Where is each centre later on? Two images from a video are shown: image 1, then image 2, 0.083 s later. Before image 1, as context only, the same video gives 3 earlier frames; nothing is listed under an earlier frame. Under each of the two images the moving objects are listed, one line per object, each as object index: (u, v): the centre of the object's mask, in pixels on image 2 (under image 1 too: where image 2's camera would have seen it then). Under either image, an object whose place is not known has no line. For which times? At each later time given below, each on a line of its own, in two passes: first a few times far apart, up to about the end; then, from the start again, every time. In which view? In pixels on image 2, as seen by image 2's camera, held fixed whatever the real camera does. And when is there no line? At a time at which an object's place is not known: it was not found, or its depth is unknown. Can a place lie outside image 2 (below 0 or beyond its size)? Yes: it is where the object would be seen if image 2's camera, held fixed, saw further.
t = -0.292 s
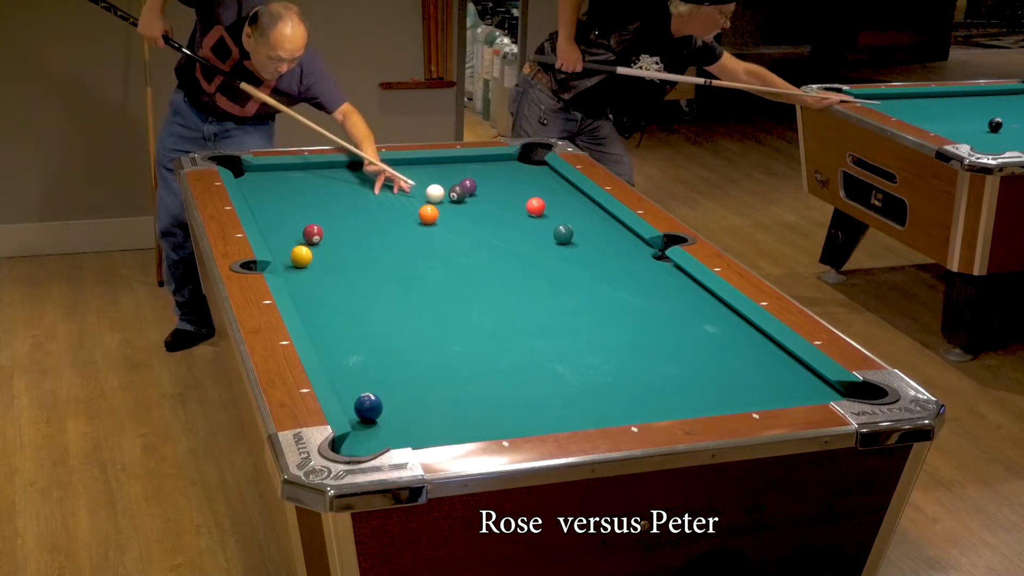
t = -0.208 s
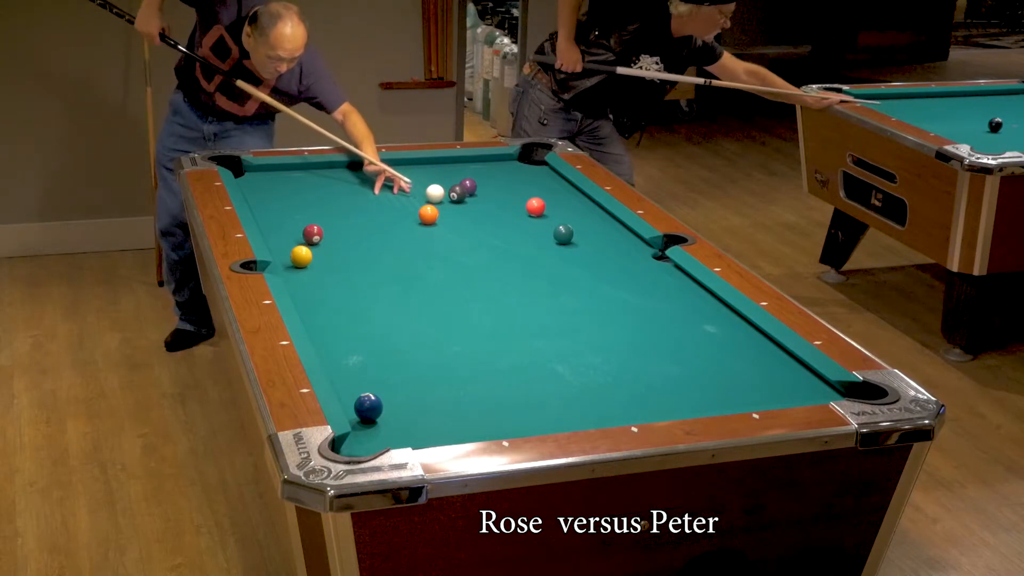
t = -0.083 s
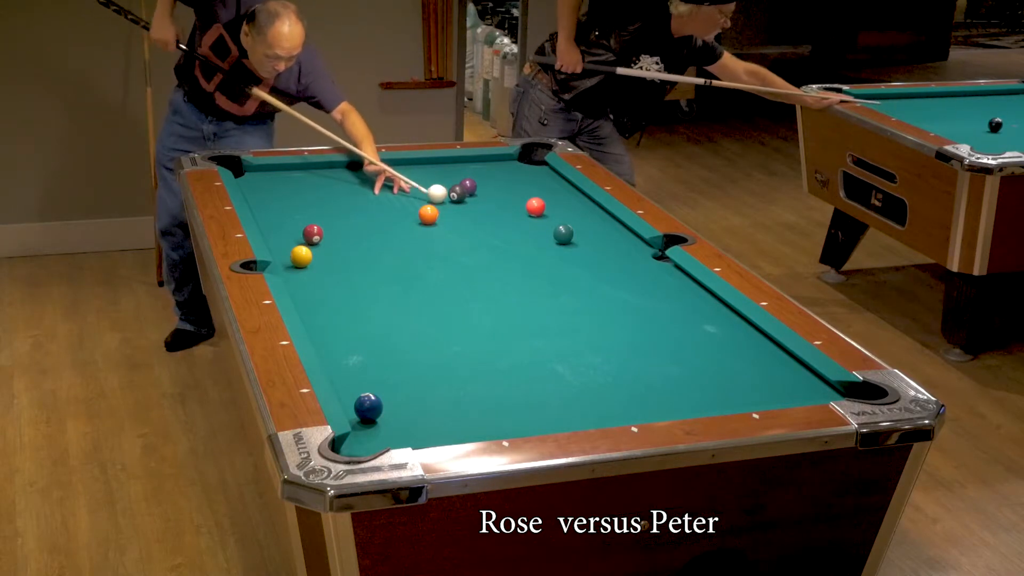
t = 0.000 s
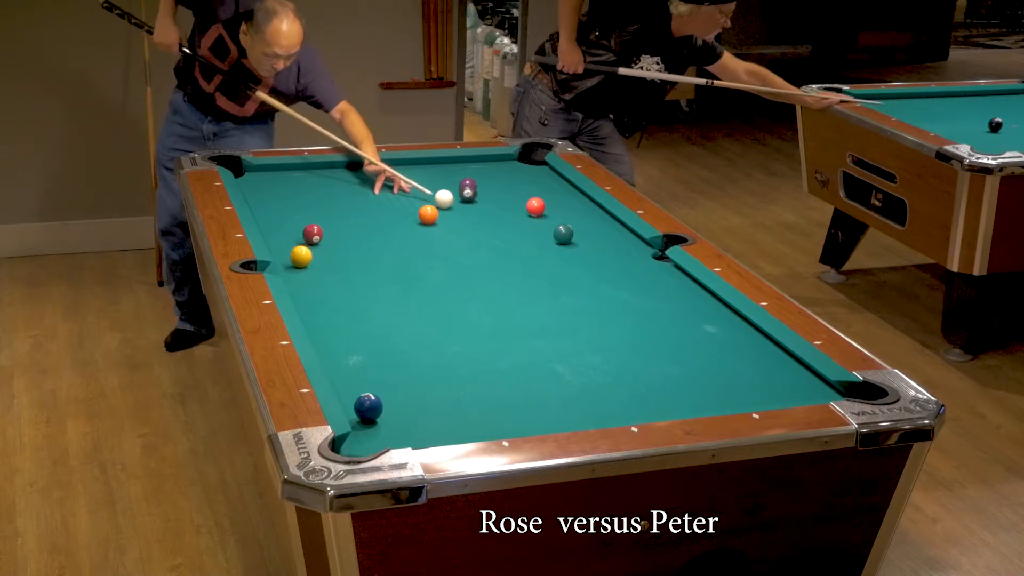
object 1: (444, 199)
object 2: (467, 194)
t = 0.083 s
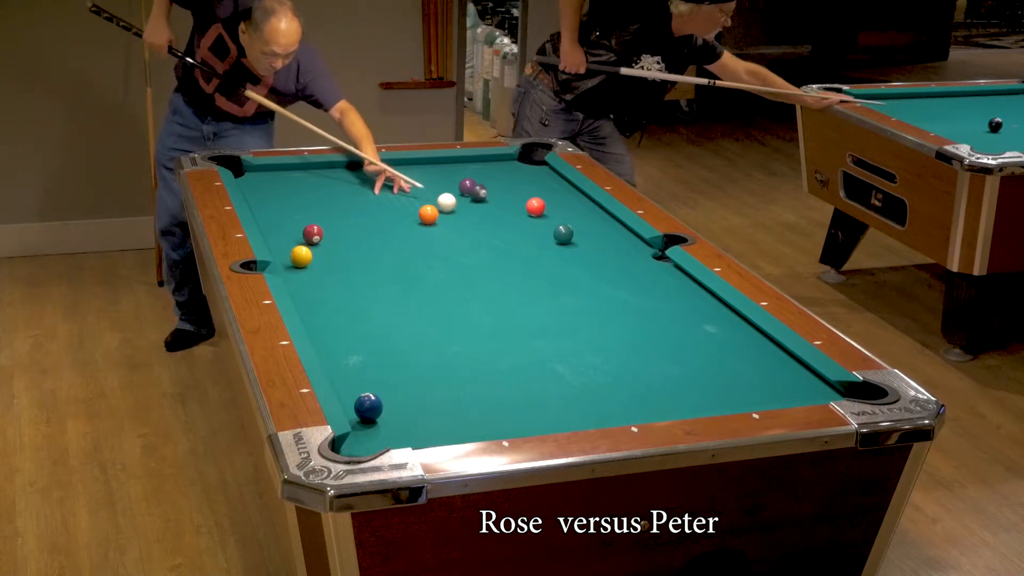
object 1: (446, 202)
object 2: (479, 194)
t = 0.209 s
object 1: (449, 208)
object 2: (493, 193)
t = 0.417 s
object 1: (455, 216)
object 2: (517, 191)
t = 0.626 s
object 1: (461, 224)
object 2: (539, 190)
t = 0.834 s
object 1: (467, 232)
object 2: (560, 190)
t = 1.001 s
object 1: (471, 239)
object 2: (571, 189)
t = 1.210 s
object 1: (478, 247)
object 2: (559, 190)
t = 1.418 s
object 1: (484, 254)
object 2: (548, 191)
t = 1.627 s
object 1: (490, 262)
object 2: (539, 190)
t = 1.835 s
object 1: (497, 269)
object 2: (529, 191)
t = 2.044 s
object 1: (503, 276)
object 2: (521, 193)
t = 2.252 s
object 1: (509, 282)
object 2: (515, 193)
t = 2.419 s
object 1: (514, 287)
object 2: (511, 193)
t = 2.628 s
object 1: (519, 292)
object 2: (507, 194)
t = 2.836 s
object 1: (524, 298)
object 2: (504, 194)
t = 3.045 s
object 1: (529, 302)
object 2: (502, 194)
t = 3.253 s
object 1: (532, 307)
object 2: (502, 195)
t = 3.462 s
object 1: (535, 311)
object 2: (502, 194)
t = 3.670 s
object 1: (538, 314)
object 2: (502, 194)
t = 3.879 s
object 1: (540, 317)
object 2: (502, 195)
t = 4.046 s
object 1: (542, 318)
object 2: (502, 195)
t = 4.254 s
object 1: (544, 320)
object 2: (502, 195)
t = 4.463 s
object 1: (546, 321)
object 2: (502, 195)
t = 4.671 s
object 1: (547, 322)
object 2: (502, 194)
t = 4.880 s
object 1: (546, 322)
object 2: (502, 194)
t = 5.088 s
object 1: (546, 322)
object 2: (502, 195)
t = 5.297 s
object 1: (546, 322)
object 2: (502, 194)
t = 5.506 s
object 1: (546, 322)
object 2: (502, 195)
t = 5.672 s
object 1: (546, 322)
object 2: (502, 194)
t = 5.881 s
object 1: (546, 322)
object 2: (502, 194)
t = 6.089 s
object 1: (546, 322)
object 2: (502, 194)
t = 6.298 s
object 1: (546, 322)
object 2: (502, 194)
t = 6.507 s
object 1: (546, 322)
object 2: (502, 195)
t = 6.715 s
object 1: (546, 322)
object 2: (502, 195)
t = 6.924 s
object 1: (546, 322)
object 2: (502, 195)
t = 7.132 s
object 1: (546, 322)
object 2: (501, 195)
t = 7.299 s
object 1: (546, 322)
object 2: (502, 195)
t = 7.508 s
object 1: (546, 322)
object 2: (502, 195)
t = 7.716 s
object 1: (546, 322)
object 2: (502, 195)
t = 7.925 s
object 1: (546, 322)
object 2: (502, 195)
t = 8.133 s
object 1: (546, 322)
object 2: (501, 195)
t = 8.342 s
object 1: (546, 322)
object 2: (502, 195)
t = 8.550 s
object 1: (546, 322)
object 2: (501, 195)
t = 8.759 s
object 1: (546, 322)
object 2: (501, 195)
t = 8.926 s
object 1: (546, 322)
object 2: (502, 195)
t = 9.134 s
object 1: (546, 322)
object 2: (501, 195)
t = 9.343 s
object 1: (546, 322)
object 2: (501, 195)
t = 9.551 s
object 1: (546, 322)
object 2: (502, 195)
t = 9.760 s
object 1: (546, 322)
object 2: (502, 195)
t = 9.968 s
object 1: (546, 322)
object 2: (502, 195)
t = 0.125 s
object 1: (448, 204)
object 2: (483, 193)
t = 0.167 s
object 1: (448, 206)
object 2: (488, 193)
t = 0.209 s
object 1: (449, 208)
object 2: (493, 193)
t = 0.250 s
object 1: (450, 209)
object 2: (498, 193)
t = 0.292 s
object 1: (452, 211)
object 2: (503, 192)
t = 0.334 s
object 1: (453, 213)
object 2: (507, 192)
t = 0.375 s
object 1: (454, 214)
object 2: (512, 192)
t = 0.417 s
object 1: (455, 216)
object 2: (517, 191)
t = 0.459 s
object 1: (456, 218)
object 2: (521, 191)
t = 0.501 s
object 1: (457, 219)
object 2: (525, 191)
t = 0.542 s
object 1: (458, 221)
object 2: (530, 190)
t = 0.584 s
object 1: (459, 223)
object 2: (535, 190)
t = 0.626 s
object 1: (461, 224)
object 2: (539, 190)
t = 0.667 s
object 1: (462, 226)
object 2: (543, 190)
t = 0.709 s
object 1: (463, 228)
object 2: (547, 191)
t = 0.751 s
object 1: (464, 229)
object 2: (551, 191)
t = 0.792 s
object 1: (466, 231)
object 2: (556, 190)
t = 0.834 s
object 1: (467, 232)
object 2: (560, 190)
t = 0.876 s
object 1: (468, 234)
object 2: (564, 190)
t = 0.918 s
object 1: (469, 236)
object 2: (568, 189)
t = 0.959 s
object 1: (470, 237)
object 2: (571, 189)
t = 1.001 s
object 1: (471, 239)
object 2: (571, 189)
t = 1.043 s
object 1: (473, 240)
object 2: (569, 189)
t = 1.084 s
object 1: (474, 242)
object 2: (566, 189)
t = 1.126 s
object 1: (475, 244)
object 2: (563, 190)
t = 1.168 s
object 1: (476, 245)
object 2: (561, 190)
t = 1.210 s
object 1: (478, 247)
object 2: (559, 190)
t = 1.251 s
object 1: (479, 248)
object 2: (557, 191)
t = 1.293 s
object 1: (480, 250)
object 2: (555, 191)
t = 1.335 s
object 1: (481, 251)
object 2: (552, 191)
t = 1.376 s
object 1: (483, 253)
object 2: (550, 191)
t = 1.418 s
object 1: (484, 254)
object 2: (548, 191)
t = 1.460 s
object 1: (485, 256)
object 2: (546, 191)
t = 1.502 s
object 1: (486, 257)
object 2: (544, 191)
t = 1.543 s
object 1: (488, 259)
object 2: (542, 191)
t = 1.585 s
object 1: (489, 260)
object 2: (541, 191)
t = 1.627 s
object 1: (490, 262)
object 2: (539, 190)
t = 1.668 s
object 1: (492, 263)
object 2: (537, 191)
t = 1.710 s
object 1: (493, 265)
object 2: (534, 190)
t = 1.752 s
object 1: (494, 266)
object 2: (532, 191)
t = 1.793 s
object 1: (495, 267)
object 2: (530, 191)
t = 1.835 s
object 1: (497, 269)
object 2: (529, 191)
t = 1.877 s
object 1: (498, 270)
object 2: (527, 192)
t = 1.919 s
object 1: (499, 272)
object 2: (525, 192)
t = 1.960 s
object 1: (501, 273)
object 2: (524, 192)
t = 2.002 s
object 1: (502, 274)
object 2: (523, 192)
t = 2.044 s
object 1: (503, 276)
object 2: (521, 193)
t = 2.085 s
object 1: (504, 277)
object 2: (520, 193)
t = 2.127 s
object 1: (506, 278)
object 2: (519, 193)
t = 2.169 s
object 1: (507, 280)
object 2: (517, 193)
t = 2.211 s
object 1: (508, 281)
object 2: (516, 193)
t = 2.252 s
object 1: (509, 282)
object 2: (515, 193)
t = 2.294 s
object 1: (510, 283)
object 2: (514, 193)
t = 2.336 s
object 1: (511, 284)
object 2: (513, 193)
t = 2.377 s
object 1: (512, 286)
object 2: (512, 193)
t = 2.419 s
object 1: (514, 287)
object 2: (511, 193)
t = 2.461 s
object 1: (515, 288)
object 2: (510, 194)
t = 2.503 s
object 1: (516, 289)
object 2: (509, 194)
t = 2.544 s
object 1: (517, 290)
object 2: (508, 194)
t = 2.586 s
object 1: (518, 291)
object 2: (507, 194)
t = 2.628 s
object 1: (519, 292)
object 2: (507, 194)
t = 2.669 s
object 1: (520, 294)
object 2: (506, 194)
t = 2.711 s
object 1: (521, 295)
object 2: (505, 194)
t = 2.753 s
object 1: (522, 296)
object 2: (505, 194)
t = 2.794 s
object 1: (523, 297)
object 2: (504, 194)
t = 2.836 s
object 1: (524, 298)
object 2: (504, 194)
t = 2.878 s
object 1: (525, 299)
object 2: (503, 194)
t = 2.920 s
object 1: (526, 300)
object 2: (503, 194)
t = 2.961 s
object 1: (527, 301)
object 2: (503, 194)
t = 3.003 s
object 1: (528, 302)
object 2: (503, 194)
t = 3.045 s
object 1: (529, 302)
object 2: (502, 194)
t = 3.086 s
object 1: (529, 303)
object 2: (502, 194)
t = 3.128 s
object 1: (530, 304)
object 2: (502, 195)
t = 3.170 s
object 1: (531, 305)
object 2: (502, 195)
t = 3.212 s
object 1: (531, 306)
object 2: (502, 195)
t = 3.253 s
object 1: (532, 307)
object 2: (502, 195)
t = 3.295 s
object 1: (532, 308)
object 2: (502, 195)
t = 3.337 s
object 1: (533, 308)
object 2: (502, 195)
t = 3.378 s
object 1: (534, 309)
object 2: (502, 195)
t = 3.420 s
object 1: (534, 310)
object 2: (502, 194)
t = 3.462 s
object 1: (535, 311)
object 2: (502, 194)
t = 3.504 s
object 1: (535, 311)
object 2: (502, 194)
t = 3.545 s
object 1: (536, 312)
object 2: (502, 194)
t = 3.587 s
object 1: (537, 313)
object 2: (502, 194)
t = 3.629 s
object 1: (537, 313)
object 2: (502, 194)
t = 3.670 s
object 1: (538, 314)
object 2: (502, 194)
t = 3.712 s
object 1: (538, 314)
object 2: (502, 194)
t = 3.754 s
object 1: (539, 315)
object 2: (502, 195)
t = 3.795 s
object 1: (540, 316)
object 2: (502, 195)
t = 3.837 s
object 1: (540, 316)
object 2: (502, 195)
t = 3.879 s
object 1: (540, 317)
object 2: (502, 195)
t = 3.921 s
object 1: (541, 317)
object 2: (502, 195)
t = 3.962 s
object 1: (541, 318)
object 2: (502, 195)
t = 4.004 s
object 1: (542, 318)
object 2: (502, 195)
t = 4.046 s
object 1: (542, 318)
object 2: (502, 195)
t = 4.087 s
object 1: (543, 319)
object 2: (502, 195)
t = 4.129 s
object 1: (543, 319)
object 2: (502, 195)
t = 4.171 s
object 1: (544, 319)
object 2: (502, 195)
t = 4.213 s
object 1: (544, 320)
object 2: (502, 195)
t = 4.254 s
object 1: (544, 320)
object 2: (502, 195)
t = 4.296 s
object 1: (545, 320)
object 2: (502, 195)
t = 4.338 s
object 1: (545, 321)
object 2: (502, 195)
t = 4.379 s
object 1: (546, 321)
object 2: (502, 195)
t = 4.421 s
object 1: (546, 321)
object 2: (502, 195)
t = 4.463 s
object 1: (546, 321)
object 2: (502, 195)
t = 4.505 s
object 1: (546, 322)
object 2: (502, 195)
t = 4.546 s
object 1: (546, 322)
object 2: (502, 195)
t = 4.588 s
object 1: (546, 322)
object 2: (502, 195)
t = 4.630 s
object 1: (547, 322)
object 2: (502, 195)
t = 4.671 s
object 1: (547, 322)
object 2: (502, 194)
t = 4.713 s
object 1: (547, 322)
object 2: (502, 194)
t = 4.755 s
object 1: (547, 322)
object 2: (502, 194)
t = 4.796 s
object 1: (546, 322)
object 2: (502, 194)
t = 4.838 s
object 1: (546, 322)
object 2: (502, 194)
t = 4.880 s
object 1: (546, 322)
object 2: (502, 194)
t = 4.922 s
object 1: (546, 322)
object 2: (502, 194)
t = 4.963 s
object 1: (546, 322)
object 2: (502, 195)
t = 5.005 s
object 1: (546, 322)
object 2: (502, 195)
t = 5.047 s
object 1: (546, 322)
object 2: (502, 195)
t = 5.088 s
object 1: (546, 322)
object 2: (502, 195)
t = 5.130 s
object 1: (546, 322)
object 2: (502, 195)
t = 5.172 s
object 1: (546, 322)
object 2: (502, 194)
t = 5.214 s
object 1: (546, 322)
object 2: (502, 194)
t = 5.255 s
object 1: (546, 322)
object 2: (502, 194)
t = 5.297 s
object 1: (546, 322)
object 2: (502, 194)
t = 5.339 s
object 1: (546, 322)
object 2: (502, 194)
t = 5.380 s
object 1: (546, 322)
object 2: (502, 194)
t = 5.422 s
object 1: (546, 322)
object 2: (502, 194)
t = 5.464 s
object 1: (546, 322)
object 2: (502, 194)
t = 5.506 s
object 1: (546, 322)
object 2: (502, 195)
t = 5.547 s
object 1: (546, 322)
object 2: (502, 195)
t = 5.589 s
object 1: (546, 322)
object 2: (502, 195)
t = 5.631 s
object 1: (546, 322)
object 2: (502, 195)
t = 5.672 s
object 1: (546, 322)
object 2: (502, 194)
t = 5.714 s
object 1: (546, 322)
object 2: (502, 195)
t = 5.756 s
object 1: (546, 322)
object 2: (502, 194)
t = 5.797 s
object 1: (546, 322)
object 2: (502, 194)
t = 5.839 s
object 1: (546, 322)
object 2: (502, 194)
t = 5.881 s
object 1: (546, 322)
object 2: (502, 194)
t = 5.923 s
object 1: (546, 322)
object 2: (502, 194)
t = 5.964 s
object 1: (546, 322)
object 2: (502, 194)
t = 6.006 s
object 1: (546, 322)
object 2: (502, 194)
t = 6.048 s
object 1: (546, 322)
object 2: (502, 194)
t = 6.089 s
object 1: (546, 322)
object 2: (502, 194)
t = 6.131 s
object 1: (546, 322)
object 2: (502, 194)
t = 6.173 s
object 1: (546, 322)
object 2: (502, 194)
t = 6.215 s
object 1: (546, 322)
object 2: (502, 194)
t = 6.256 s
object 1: (546, 322)
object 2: (502, 194)
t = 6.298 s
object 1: (546, 322)
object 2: (502, 194)
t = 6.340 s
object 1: (546, 322)
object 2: (502, 194)
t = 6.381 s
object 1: (546, 322)
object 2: (502, 195)
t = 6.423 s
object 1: (546, 322)
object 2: (502, 195)
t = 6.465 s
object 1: (546, 322)
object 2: (502, 195)
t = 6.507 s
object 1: (546, 322)
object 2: (502, 195)
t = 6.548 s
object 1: (546, 322)
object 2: (502, 195)
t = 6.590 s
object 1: (546, 322)
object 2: (502, 195)
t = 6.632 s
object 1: (546, 322)
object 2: (502, 195)
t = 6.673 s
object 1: (546, 322)
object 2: (502, 195)
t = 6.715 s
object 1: (546, 322)
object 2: (502, 195)
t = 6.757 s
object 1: (546, 322)
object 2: (502, 195)
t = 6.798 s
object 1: (546, 322)
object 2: (502, 195)
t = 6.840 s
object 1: (546, 322)
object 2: (502, 195)
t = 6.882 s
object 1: (546, 322)
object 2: (502, 195)
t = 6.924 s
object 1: (546, 322)
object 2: (502, 195)
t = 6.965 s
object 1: (546, 322)
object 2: (502, 195)
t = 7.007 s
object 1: (546, 322)
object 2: (502, 195)
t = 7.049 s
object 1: (546, 322)
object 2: (502, 195)
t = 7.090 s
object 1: (546, 322)
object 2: (502, 195)
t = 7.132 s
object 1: (546, 322)
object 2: (501, 195)
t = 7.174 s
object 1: (546, 322)
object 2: (502, 195)
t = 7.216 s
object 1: (546, 322)
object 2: (502, 195)
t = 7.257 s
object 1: (546, 322)
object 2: (502, 195)
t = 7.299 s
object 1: (546, 322)
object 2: (502, 195)
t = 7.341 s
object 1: (546, 322)
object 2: (502, 195)
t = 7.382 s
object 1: (546, 322)
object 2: (502, 195)
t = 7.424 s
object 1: (546, 322)
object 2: (501, 195)
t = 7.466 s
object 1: (546, 322)
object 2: (502, 195)
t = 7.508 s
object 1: (546, 322)
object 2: (502, 195)
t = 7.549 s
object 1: (546, 322)
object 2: (501, 195)
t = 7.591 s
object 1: (546, 322)
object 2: (501, 195)
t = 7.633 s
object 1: (546, 322)
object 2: (502, 195)
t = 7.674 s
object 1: (546, 322)
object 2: (502, 195)
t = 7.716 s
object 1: (546, 322)
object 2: (502, 195)
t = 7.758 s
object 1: (546, 322)
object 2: (502, 195)
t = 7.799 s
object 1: (546, 322)
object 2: (502, 195)
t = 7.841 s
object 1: (546, 322)
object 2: (501, 195)
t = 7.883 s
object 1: (546, 322)
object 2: (502, 195)
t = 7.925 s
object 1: (546, 322)
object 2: (502, 195)
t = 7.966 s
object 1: (546, 322)
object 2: (502, 195)
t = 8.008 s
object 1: (546, 322)
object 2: (501, 195)
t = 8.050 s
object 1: (546, 322)
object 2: (502, 195)
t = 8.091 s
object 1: (546, 322)
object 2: (502, 195)
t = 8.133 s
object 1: (546, 322)
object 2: (501, 195)
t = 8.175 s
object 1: (546, 322)
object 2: (502, 195)
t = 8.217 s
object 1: (546, 322)
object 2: (501, 195)
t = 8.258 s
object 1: (546, 322)
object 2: (501, 195)
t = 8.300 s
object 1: (546, 322)
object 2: (502, 195)
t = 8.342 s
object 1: (546, 322)
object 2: (502, 195)
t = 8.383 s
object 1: (546, 322)
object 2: (501, 195)
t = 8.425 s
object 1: (546, 322)
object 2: (502, 195)
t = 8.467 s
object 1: (546, 322)
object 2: (501, 195)
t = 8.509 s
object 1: (546, 322)
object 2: (501, 195)
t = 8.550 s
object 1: (546, 322)
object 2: (501, 195)
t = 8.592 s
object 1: (546, 322)
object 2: (501, 195)
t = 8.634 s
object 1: (546, 322)
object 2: (501, 195)
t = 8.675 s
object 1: (546, 322)
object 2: (501, 195)
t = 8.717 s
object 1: (546, 322)
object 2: (501, 195)
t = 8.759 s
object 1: (546, 322)
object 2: (501, 195)
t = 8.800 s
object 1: (546, 322)
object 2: (501, 195)
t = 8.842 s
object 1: (546, 322)
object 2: (502, 195)
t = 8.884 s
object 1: (546, 322)
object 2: (502, 195)
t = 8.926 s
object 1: (546, 322)
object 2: (502, 195)
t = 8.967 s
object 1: (546, 322)
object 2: (501, 195)
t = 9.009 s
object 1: (546, 322)
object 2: (502, 195)
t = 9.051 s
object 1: (546, 322)
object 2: (502, 195)
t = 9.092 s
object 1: (546, 322)
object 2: (501, 195)
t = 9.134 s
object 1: (546, 322)
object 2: (501, 195)
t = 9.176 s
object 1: (546, 322)
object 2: (501, 195)
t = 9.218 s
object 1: (546, 322)
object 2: (501, 195)
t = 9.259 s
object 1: (546, 322)
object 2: (501, 195)
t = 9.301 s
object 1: (546, 322)
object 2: (501, 195)
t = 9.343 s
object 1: (546, 322)
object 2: (501, 195)
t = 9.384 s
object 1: (546, 322)
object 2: (501, 195)
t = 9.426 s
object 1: (546, 322)
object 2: (501, 195)
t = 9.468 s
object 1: (546, 322)
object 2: (501, 195)
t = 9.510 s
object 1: (546, 322)
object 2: (502, 195)
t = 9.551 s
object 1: (546, 322)
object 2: (502, 195)
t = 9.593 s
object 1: (546, 322)
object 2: (502, 195)
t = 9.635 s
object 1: (546, 322)
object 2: (501, 195)
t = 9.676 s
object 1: (546, 322)
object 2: (502, 195)
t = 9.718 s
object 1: (546, 322)
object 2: (501, 195)
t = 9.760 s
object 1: (546, 322)
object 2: (502, 195)
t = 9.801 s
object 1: (546, 322)
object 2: (502, 195)
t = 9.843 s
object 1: (546, 322)
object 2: (502, 195)
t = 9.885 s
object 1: (546, 322)
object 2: (501, 195)
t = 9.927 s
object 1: (546, 322)
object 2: (502, 195)
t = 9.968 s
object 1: (546, 322)
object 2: (502, 195)
